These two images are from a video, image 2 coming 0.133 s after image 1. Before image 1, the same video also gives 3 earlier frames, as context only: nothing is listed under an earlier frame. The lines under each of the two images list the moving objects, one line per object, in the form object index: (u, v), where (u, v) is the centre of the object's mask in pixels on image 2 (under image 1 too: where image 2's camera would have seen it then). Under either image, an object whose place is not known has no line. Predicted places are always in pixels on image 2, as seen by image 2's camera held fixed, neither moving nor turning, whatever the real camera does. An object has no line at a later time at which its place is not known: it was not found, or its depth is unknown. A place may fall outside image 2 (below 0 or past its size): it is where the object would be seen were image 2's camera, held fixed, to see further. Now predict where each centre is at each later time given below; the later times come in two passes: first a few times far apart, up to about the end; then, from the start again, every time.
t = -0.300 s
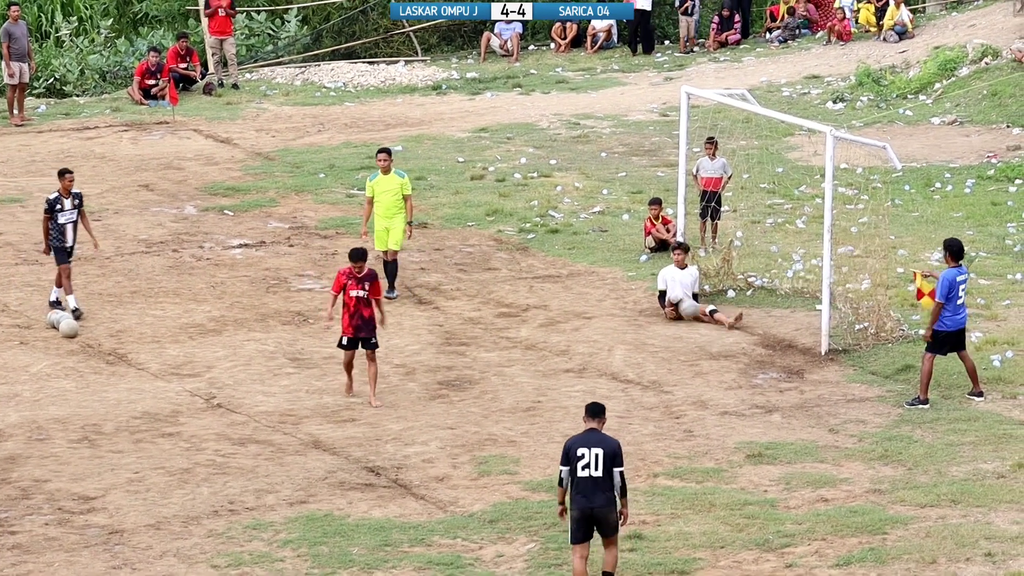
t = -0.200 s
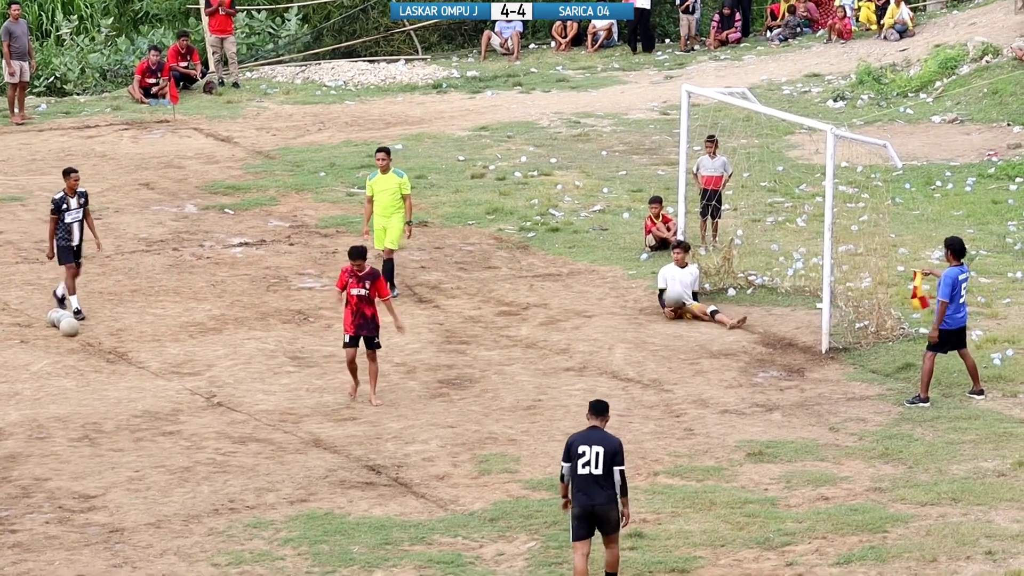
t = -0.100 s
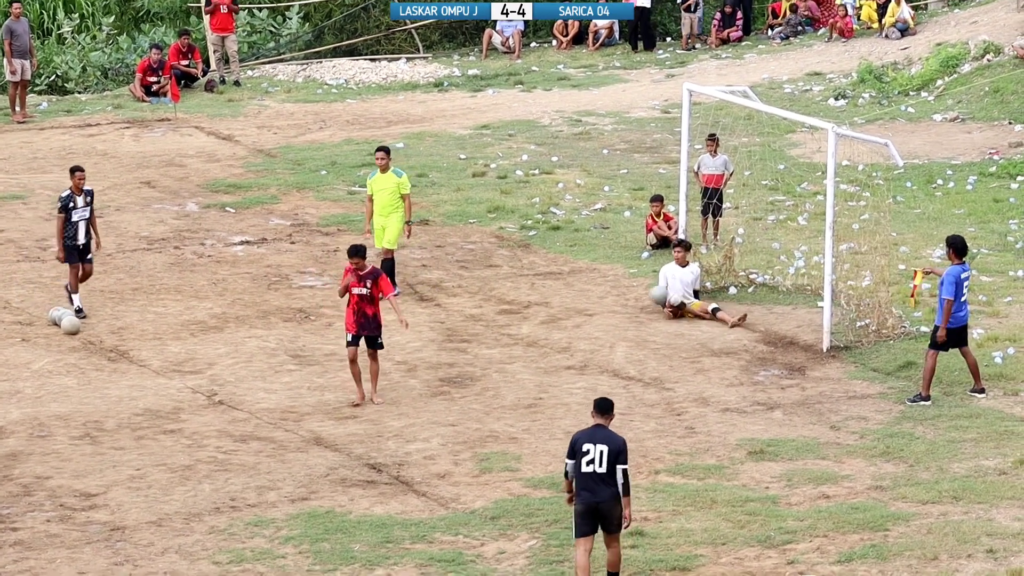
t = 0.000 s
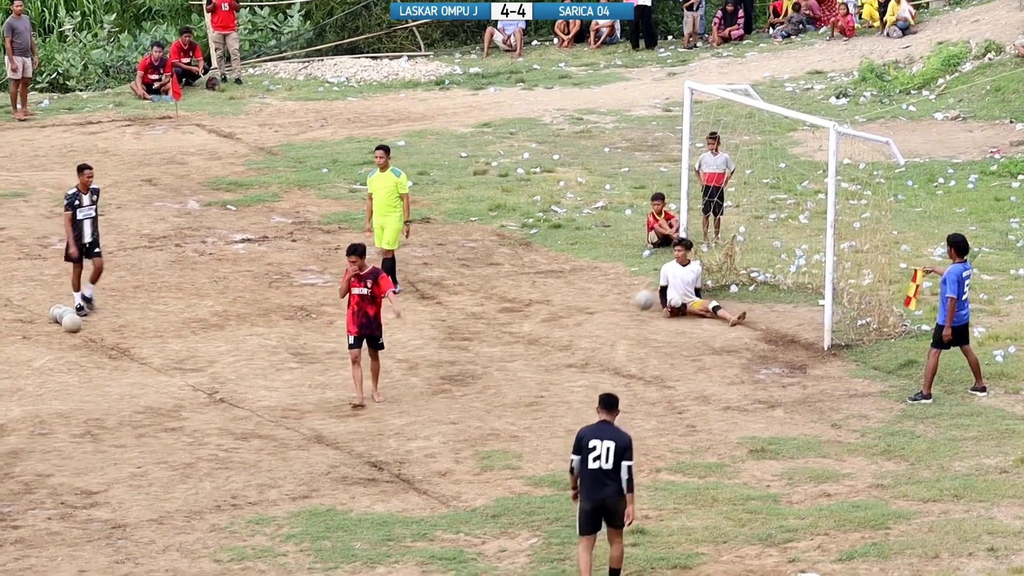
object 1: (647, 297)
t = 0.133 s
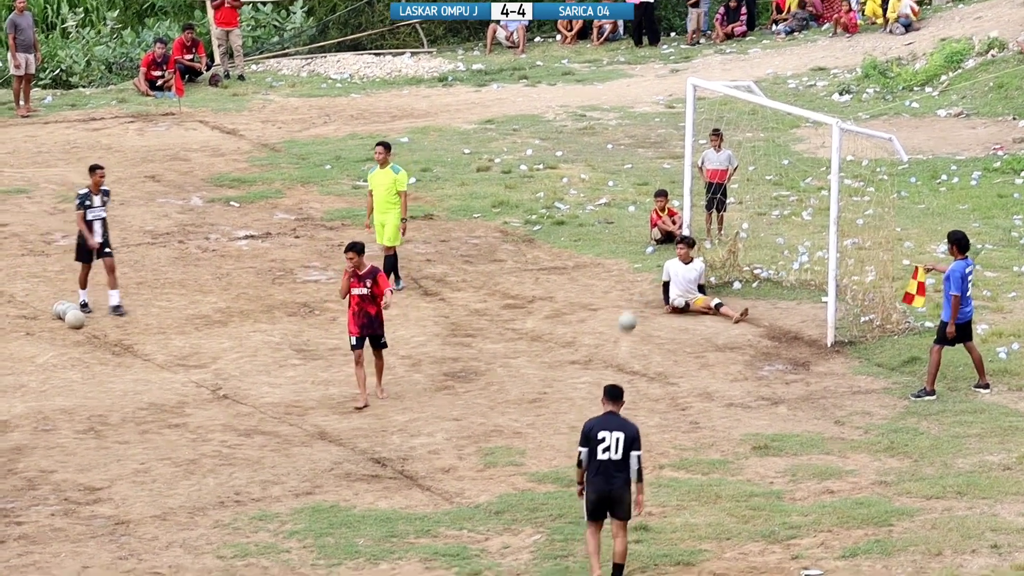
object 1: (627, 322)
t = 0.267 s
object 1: (608, 353)
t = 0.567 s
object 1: (552, 336)
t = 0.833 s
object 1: (504, 357)
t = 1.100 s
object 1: (457, 376)
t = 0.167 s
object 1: (622, 330)
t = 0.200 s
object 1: (617, 339)
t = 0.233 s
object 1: (612, 351)
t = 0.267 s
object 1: (608, 353)
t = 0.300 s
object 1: (600, 346)
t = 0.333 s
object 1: (594, 341)
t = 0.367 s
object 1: (588, 338)
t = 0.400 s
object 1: (581, 335)
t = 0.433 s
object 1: (576, 334)
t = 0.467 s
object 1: (570, 333)
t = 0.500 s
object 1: (564, 333)
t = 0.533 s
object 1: (557, 334)
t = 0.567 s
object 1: (552, 336)
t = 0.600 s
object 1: (546, 339)
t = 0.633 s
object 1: (539, 344)
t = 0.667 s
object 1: (533, 349)
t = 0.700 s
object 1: (527, 356)
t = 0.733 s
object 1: (522, 364)
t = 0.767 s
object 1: (516, 363)
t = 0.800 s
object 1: (510, 359)
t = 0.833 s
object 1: (504, 357)
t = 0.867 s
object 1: (498, 356)
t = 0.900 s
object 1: (492, 356)
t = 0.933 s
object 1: (486, 357)
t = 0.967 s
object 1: (480, 359)
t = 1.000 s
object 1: (474, 362)
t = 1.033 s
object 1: (469, 366)
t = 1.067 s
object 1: (463, 370)
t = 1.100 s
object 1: (457, 376)
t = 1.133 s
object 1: (450, 379)
